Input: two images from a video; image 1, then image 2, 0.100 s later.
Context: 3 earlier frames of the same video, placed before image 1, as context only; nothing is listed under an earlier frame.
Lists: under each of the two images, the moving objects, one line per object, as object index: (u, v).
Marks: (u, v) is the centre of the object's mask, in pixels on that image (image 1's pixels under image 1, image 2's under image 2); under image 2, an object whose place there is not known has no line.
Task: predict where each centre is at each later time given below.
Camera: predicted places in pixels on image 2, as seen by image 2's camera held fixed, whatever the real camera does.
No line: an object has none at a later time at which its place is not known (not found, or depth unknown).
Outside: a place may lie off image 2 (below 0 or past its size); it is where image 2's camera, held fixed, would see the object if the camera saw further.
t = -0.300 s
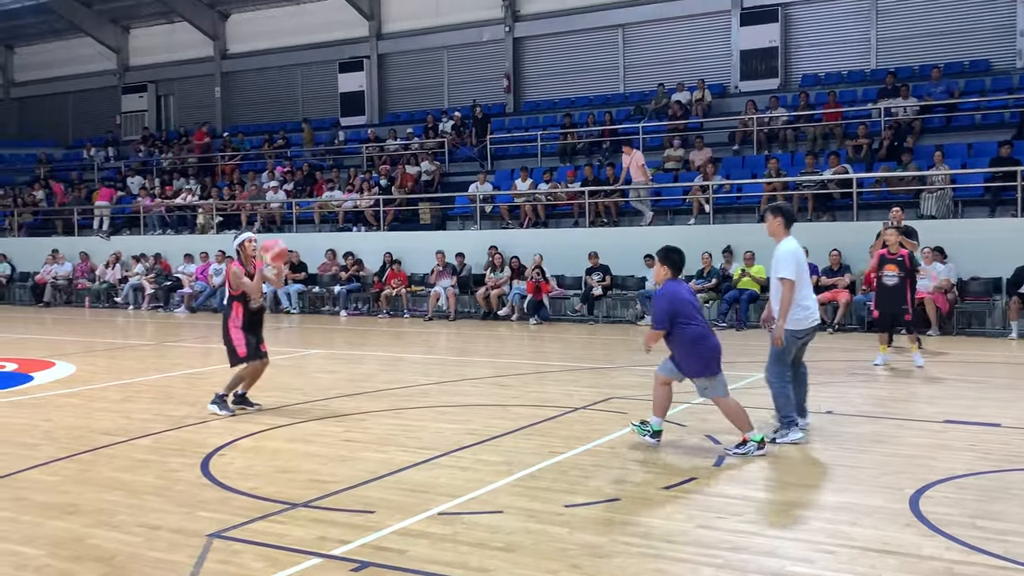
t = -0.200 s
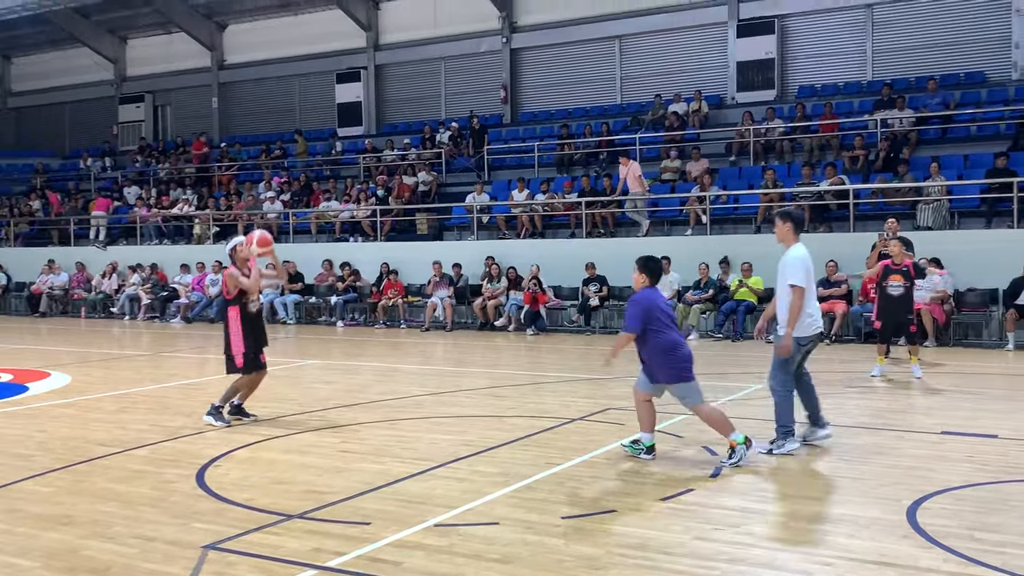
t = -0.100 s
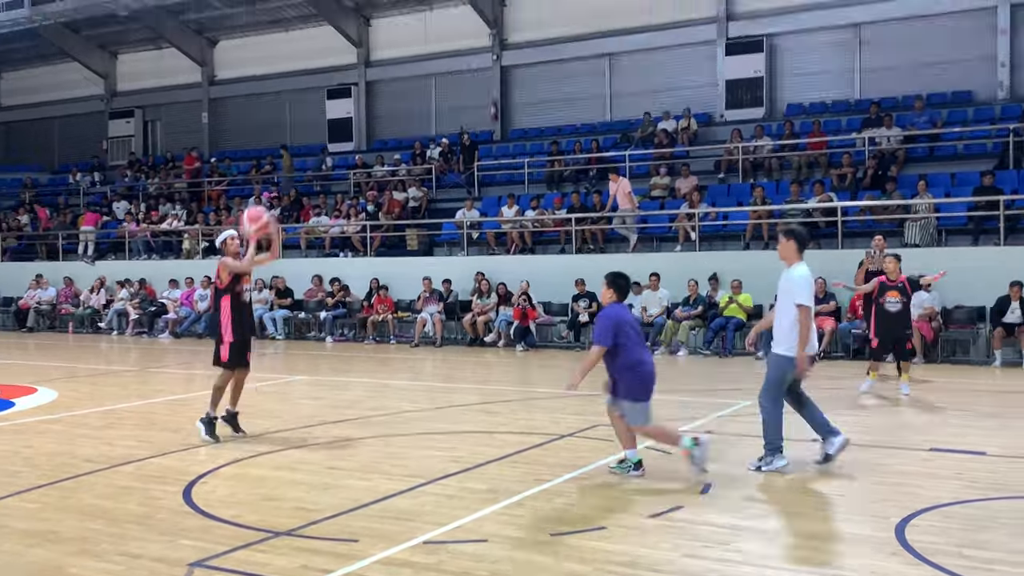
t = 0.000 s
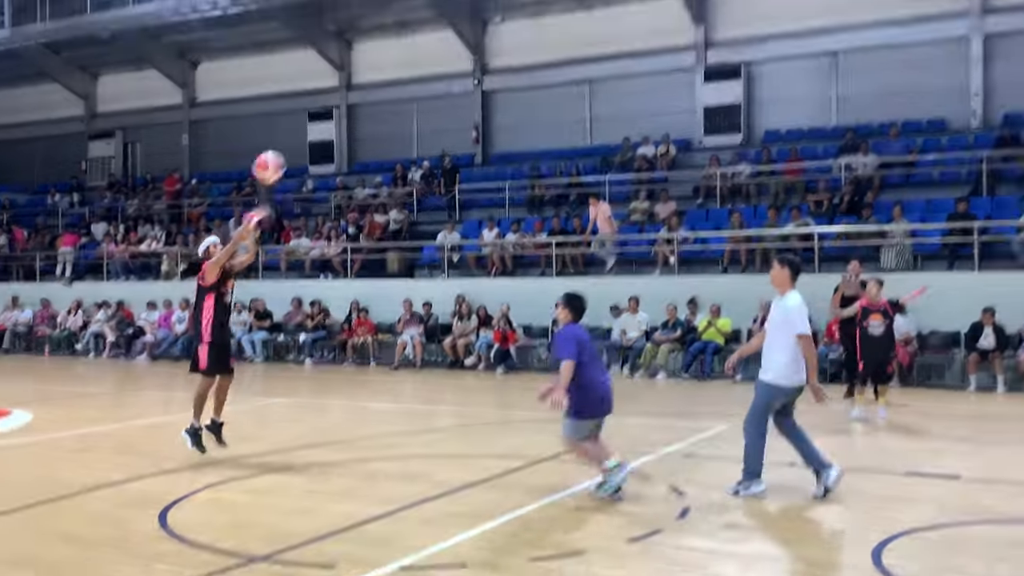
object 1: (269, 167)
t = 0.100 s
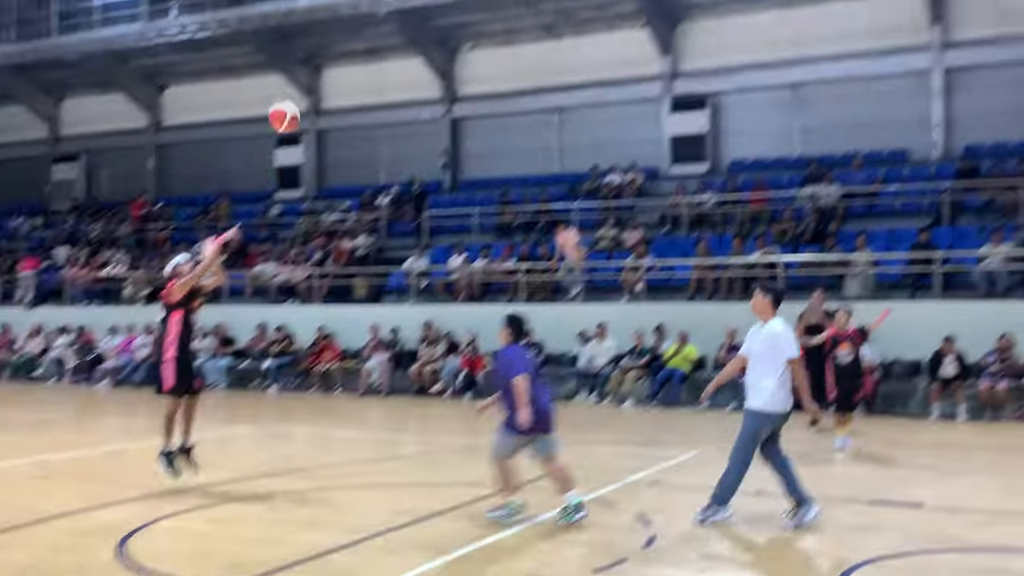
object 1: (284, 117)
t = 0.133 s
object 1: (302, 91)
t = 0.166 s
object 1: (320, 69)
